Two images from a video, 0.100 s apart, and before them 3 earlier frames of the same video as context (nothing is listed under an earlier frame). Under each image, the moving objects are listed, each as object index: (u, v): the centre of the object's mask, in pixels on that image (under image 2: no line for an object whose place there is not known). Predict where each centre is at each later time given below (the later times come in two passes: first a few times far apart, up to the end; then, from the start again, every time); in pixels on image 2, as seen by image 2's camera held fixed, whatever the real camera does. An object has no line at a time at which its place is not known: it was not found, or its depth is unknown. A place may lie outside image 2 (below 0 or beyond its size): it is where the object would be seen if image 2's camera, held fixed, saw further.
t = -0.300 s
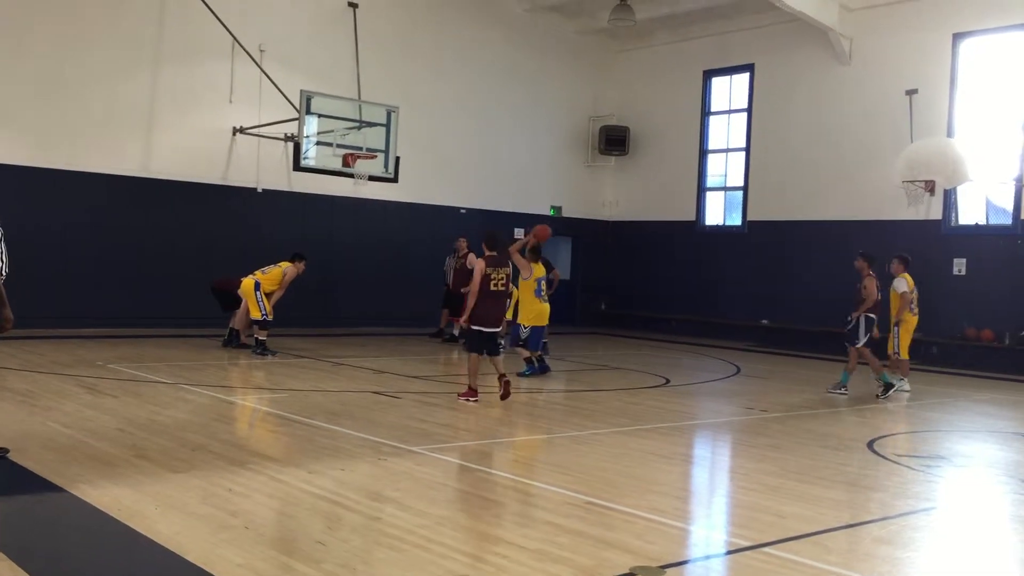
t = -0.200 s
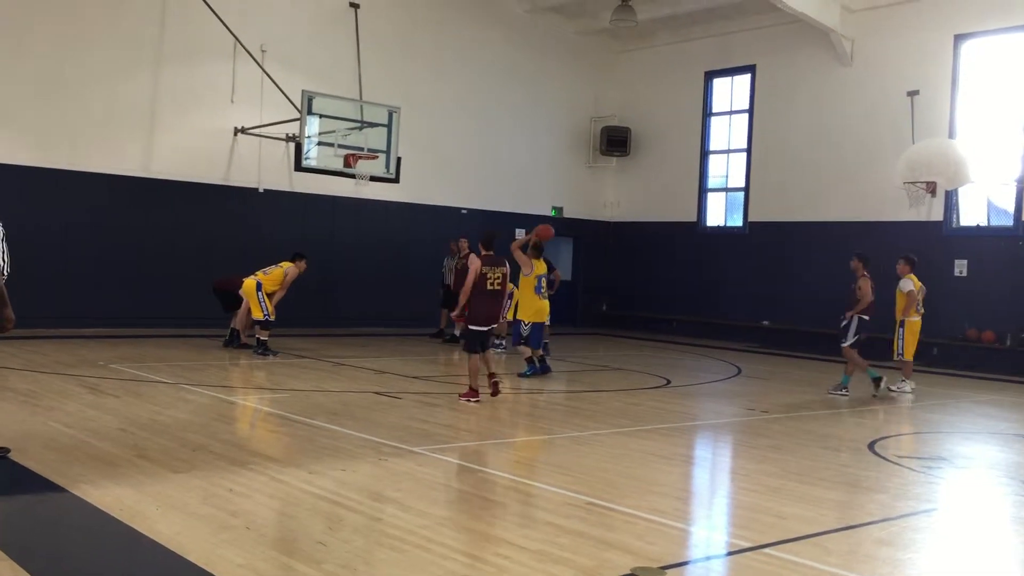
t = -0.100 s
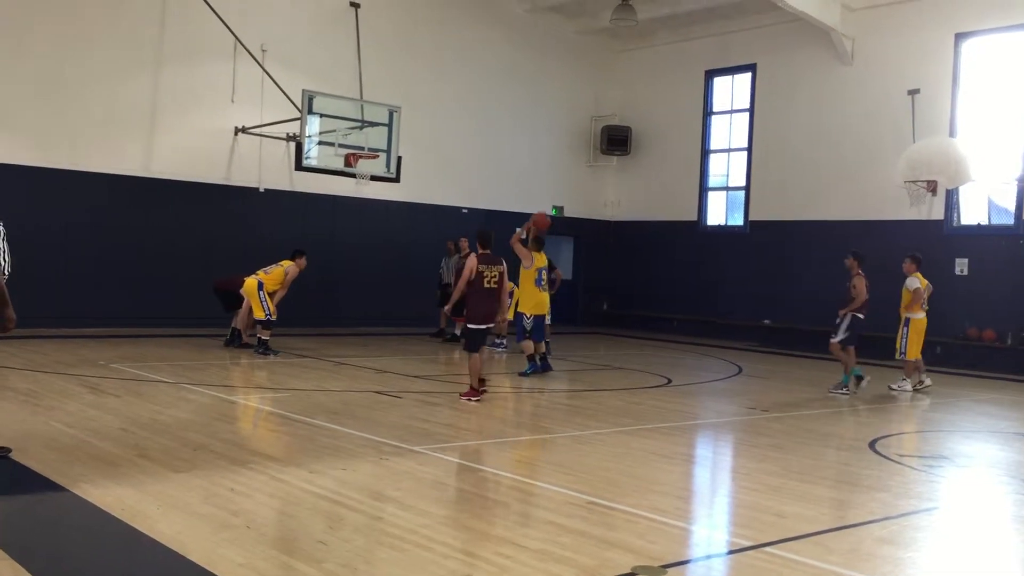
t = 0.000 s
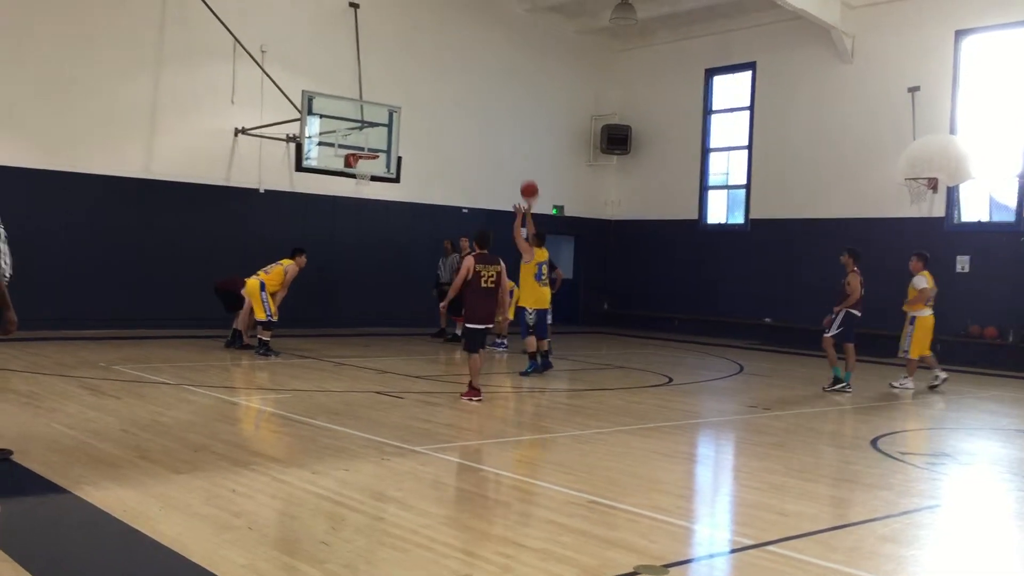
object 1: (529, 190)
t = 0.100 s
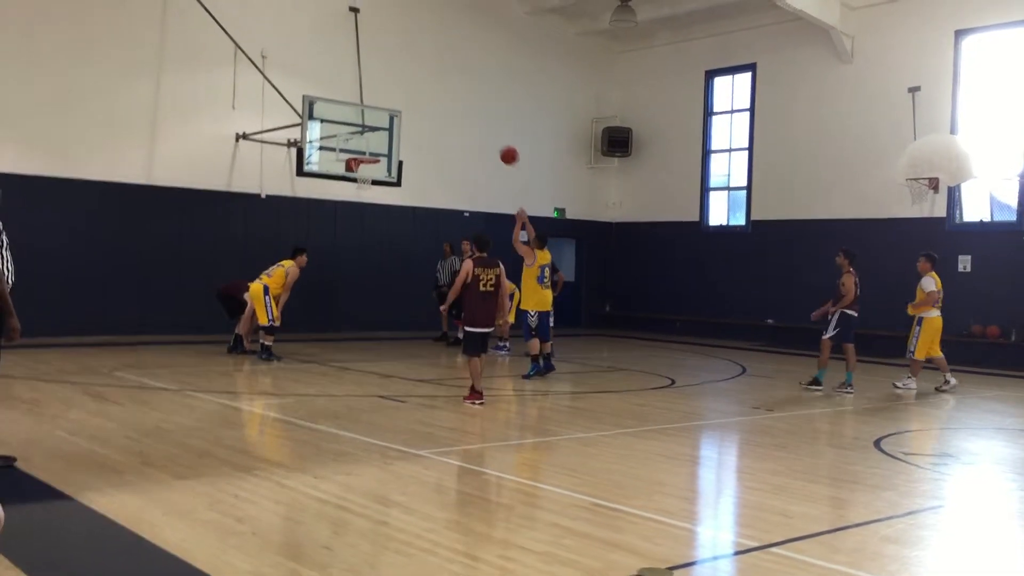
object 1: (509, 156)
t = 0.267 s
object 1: (475, 112)
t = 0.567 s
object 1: (420, 88)
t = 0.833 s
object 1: (374, 116)
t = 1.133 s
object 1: (352, 140)
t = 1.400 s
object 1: (368, 144)
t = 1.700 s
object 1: (385, 206)
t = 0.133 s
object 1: (502, 145)
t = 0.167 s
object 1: (495, 135)
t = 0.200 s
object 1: (488, 126)
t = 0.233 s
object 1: (482, 119)
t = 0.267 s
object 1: (475, 112)
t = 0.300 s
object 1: (469, 106)
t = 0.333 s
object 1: (462, 101)
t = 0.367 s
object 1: (456, 97)
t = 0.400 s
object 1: (450, 93)
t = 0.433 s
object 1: (444, 91)
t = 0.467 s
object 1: (438, 89)
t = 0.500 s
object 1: (432, 88)
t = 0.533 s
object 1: (425, 88)
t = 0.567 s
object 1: (420, 88)
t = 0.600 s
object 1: (413, 89)
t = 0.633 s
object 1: (408, 91)
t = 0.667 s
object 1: (402, 93)
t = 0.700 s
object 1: (396, 97)
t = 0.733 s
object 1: (391, 101)
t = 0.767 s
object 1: (385, 105)
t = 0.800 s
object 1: (380, 111)
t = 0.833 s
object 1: (374, 116)
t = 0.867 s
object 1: (369, 123)
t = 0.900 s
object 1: (363, 130)
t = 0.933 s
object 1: (358, 137)
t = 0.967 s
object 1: (353, 146)
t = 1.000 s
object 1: (349, 152)
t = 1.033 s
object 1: (347, 148)
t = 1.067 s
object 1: (349, 145)
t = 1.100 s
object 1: (350, 141)
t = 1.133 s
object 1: (352, 140)
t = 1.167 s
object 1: (354, 137)
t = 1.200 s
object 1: (357, 136)
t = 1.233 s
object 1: (358, 136)
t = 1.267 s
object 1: (360, 136)
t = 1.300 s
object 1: (362, 137)
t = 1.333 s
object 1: (364, 138)
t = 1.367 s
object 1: (366, 141)
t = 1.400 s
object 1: (368, 144)
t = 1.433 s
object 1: (370, 148)
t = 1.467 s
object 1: (372, 153)
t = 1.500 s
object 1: (373, 158)
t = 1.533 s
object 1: (376, 165)
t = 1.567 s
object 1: (377, 171)
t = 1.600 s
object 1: (379, 179)
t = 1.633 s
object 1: (381, 188)
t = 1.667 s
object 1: (383, 196)
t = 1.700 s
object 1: (385, 206)
